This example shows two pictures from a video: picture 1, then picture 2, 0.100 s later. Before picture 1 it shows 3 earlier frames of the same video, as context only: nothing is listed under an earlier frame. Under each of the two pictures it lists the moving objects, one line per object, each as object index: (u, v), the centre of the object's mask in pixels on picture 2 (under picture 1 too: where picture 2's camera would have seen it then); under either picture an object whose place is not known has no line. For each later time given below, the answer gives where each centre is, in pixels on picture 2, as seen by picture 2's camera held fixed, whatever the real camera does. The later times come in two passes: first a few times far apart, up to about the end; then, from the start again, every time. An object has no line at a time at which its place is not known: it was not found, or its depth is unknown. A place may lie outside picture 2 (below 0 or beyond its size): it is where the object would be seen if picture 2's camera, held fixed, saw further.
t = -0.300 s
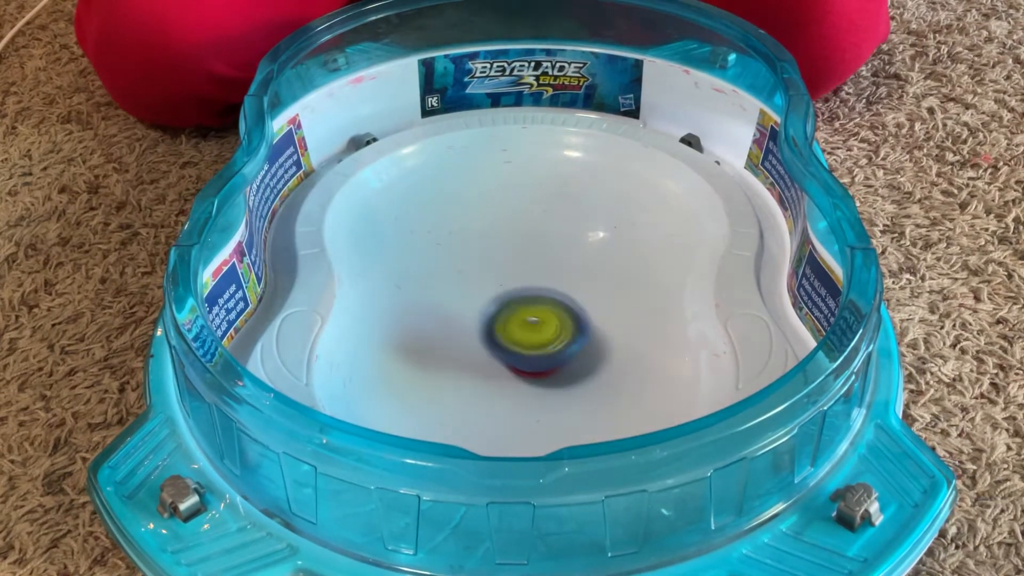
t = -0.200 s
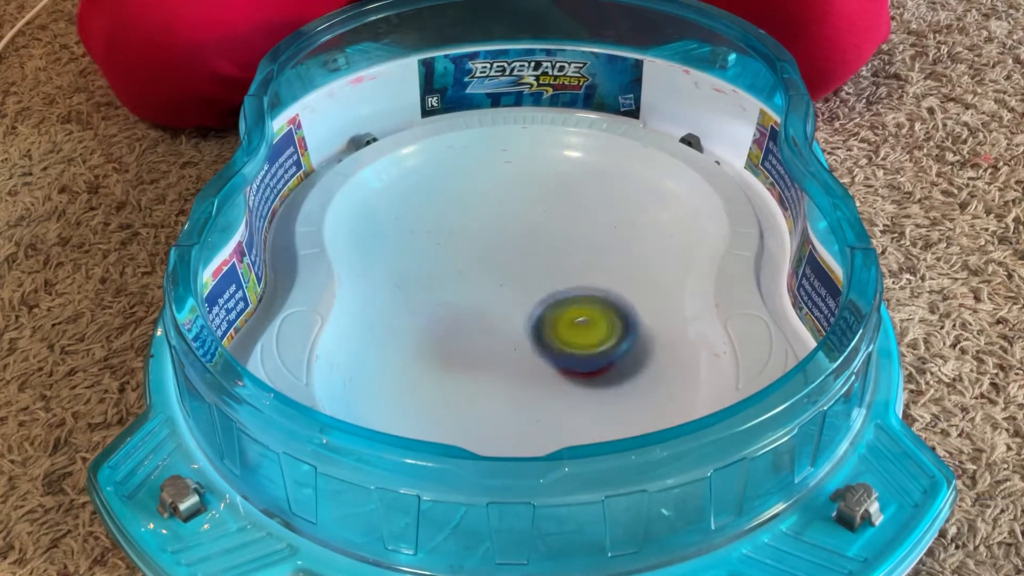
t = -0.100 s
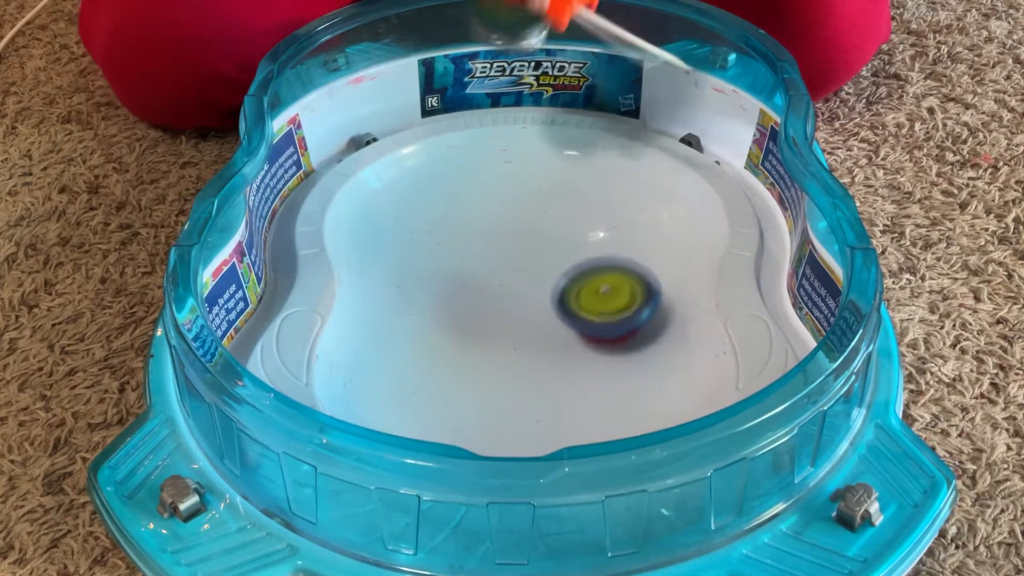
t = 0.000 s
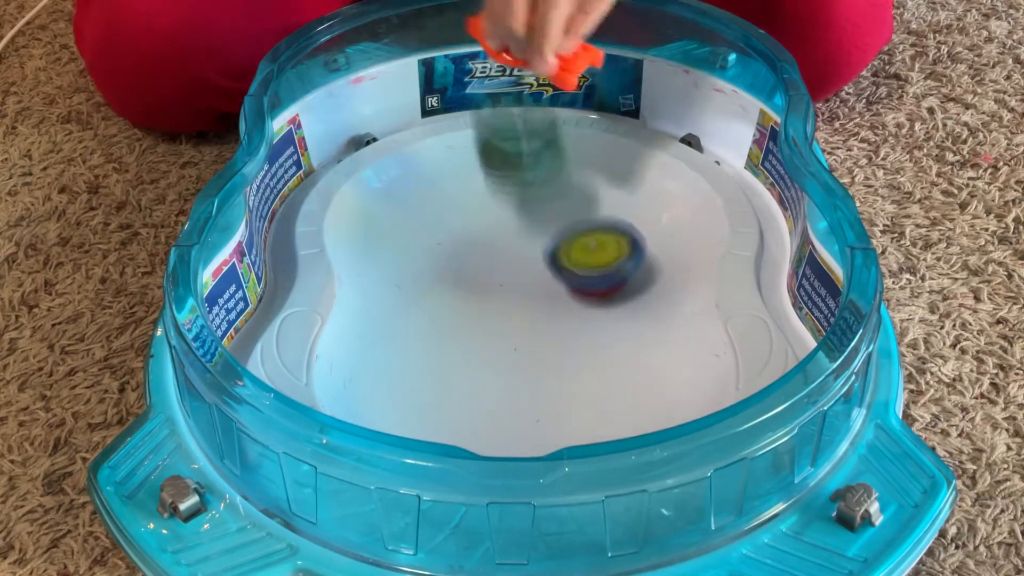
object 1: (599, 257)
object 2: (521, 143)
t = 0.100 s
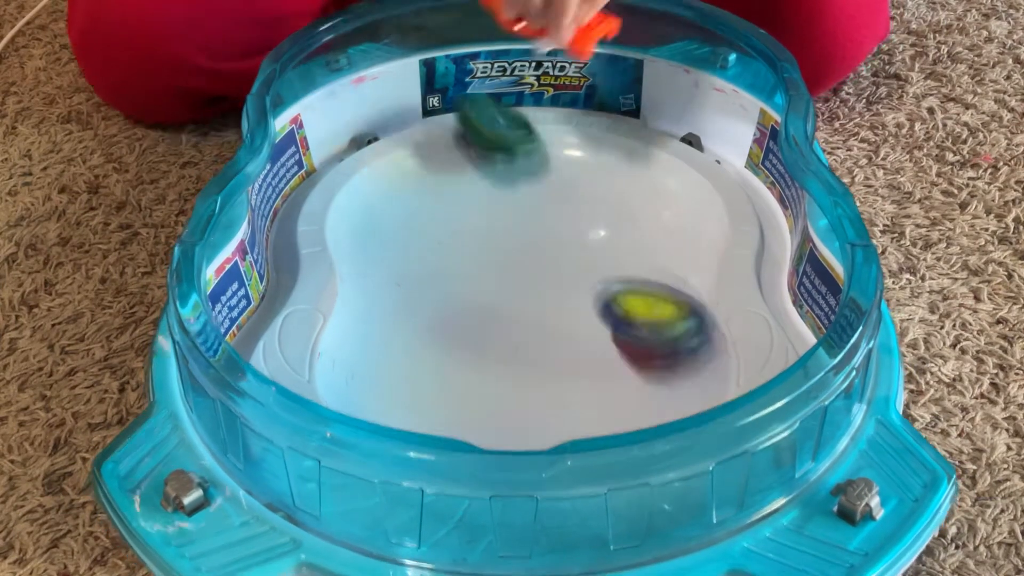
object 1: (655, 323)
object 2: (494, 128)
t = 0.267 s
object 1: (580, 411)
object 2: (435, 98)
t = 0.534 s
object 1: (419, 311)
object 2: (449, 244)
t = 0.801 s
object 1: (475, 407)
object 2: (640, 166)
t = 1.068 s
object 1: (620, 251)
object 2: (485, 197)
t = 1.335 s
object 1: (463, 122)
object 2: (507, 279)
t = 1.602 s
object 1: (484, 322)
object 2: (592, 290)
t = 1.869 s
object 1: (618, 373)
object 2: (611, 200)
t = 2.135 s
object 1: (583, 292)
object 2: (487, 209)
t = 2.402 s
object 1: (528, 358)
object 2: (415, 202)
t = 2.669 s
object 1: (516, 401)
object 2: (448, 228)
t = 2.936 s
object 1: (492, 349)
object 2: (511, 192)
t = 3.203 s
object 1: (492, 291)
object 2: (489, 177)
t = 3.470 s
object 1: (535, 317)
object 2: (535, 182)
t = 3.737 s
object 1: (558, 392)
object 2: (573, 201)
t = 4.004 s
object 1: (550, 389)
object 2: (617, 223)
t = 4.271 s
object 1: (484, 335)
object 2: (610, 233)
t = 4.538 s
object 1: (480, 284)
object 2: (560, 241)
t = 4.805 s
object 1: (436, 304)
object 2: (547, 230)
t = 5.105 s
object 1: (514, 319)
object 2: (503, 218)
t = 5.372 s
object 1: (606, 278)
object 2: (485, 226)
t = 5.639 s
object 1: (616, 220)
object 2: (516, 228)
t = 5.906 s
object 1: (589, 180)
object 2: (505, 217)
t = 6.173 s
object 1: (591, 201)
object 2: (451, 237)
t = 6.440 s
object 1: (579, 241)
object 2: (465, 265)
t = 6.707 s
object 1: (563, 241)
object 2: (487, 281)
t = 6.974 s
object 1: (555, 204)
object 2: (528, 265)
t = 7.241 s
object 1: (527, 177)
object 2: (575, 239)
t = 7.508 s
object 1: (483, 183)
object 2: (593, 221)
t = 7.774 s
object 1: (456, 212)
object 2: (565, 226)
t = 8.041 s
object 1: (394, 219)
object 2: (599, 246)
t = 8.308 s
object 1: (520, 211)
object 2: (564, 256)
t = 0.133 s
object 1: (673, 367)
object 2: (478, 101)
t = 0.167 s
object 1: (668, 383)
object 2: (461, 89)
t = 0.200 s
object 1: (648, 396)
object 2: (449, 90)
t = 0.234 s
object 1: (620, 404)
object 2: (437, 86)
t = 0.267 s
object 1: (580, 411)
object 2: (435, 98)
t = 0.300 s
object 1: (543, 419)
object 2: (431, 108)
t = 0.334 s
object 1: (514, 415)
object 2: (428, 126)
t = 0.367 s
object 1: (489, 405)
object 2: (424, 139)
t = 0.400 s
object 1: (469, 386)
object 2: (419, 165)
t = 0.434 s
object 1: (454, 365)
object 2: (422, 189)
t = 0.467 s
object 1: (438, 345)
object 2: (428, 211)
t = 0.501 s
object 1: (427, 328)
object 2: (434, 230)
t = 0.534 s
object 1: (419, 311)
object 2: (449, 244)
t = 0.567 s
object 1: (401, 308)
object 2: (479, 252)
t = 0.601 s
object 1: (378, 317)
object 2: (512, 250)
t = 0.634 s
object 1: (366, 329)
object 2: (547, 246)
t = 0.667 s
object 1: (368, 350)
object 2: (576, 235)
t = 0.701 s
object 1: (382, 373)
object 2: (603, 224)
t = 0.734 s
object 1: (407, 390)
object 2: (624, 203)
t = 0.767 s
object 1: (440, 401)
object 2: (637, 186)
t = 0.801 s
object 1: (475, 407)
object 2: (640, 166)
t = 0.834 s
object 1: (512, 408)
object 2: (633, 153)
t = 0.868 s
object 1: (545, 397)
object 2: (620, 156)
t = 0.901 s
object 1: (573, 380)
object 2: (600, 162)
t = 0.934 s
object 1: (596, 357)
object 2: (575, 171)
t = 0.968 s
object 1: (612, 331)
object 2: (550, 175)
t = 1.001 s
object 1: (620, 305)
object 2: (525, 182)
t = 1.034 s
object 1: (621, 276)
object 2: (504, 188)
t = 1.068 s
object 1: (620, 251)
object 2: (485, 197)
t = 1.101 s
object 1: (618, 227)
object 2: (474, 204)
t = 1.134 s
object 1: (616, 200)
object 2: (463, 215)
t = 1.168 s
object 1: (605, 171)
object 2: (460, 226)
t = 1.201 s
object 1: (587, 146)
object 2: (460, 237)
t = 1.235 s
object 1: (558, 121)
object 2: (470, 246)
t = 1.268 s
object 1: (528, 110)
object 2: (480, 258)
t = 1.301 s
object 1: (495, 110)
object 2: (496, 268)
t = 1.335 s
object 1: (463, 122)
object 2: (507, 279)
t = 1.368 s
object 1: (435, 146)
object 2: (521, 287)
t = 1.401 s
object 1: (411, 174)
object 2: (531, 294)
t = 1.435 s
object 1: (398, 202)
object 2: (544, 299)
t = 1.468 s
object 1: (398, 229)
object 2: (554, 302)
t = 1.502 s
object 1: (413, 252)
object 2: (567, 303)
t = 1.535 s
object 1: (436, 280)
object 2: (573, 302)
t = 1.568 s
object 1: (468, 305)
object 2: (581, 296)
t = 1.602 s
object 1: (484, 322)
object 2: (592, 290)
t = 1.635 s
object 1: (499, 340)
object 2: (604, 279)
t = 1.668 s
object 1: (517, 357)
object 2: (610, 268)
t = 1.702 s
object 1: (534, 368)
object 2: (613, 254)
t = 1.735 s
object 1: (553, 378)
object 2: (618, 243)
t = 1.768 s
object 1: (571, 382)
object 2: (620, 230)
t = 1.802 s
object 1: (587, 383)
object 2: (622, 219)
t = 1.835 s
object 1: (603, 380)
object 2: (619, 209)
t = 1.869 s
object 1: (618, 373)
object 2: (611, 200)
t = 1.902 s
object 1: (630, 364)
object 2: (601, 195)
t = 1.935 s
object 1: (636, 352)
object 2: (585, 191)
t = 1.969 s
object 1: (637, 341)
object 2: (570, 189)
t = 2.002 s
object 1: (631, 328)
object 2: (550, 191)
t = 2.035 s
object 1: (623, 318)
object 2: (533, 192)
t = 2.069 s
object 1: (611, 308)
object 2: (515, 197)
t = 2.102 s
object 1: (598, 300)
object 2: (499, 202)
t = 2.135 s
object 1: (583, 292)
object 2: (487, 209)
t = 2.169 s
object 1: (568, 286)
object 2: (474, 218)
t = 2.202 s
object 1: (552, 282)
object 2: (467, 225)
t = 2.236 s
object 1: (539, 279)
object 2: (461, 235)
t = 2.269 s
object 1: (537, 292)
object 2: (453, 227)
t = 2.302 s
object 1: (536, 309)
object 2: (440, 219)
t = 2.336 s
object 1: (537, 326)
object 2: (429, 213)
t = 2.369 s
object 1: (532, 344)
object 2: (420, 206)
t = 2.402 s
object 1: (528, 358)
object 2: (415, 202)
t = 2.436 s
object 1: (525, 373)
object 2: (412, 201)
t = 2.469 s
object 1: (519, 384)
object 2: (410, 203)
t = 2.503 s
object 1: (516, 392)
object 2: (413, 206)
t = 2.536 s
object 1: (513, 398)
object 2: (416, 212)
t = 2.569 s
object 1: (513, 400)
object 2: (421, 217)
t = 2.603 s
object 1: (513, 402)
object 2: (429, 221)
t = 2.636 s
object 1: (515, 402)
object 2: (439, 226)
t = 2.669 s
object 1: (516, 401)
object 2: (448, 228)
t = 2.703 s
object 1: (517, 399)
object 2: (457, 228)
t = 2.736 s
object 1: (518, 394)
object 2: (469, 228)
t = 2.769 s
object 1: (518, 389)
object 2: (479, 225)
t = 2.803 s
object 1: (516, 382)
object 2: (488, 220)
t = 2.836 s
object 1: (511, 374)
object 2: (496, 213)
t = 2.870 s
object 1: (505, 365)
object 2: (504, 207)
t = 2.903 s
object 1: (498, 357)
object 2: (509, 200)
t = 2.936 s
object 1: (492, 349)
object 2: (511, 192)
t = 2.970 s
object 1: (487, 341)
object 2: (512, 185)
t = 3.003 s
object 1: (483, 334)
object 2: (512, 180)
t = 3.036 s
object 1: (481, 327)
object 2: (510, 175)
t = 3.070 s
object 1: (481, 320)
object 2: (505, 171)
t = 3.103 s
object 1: (482, 313)
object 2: (501, 169)
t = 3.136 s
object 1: (485, 306)
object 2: (498, 170)
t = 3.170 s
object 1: (488, 298)
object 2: (493, 174)
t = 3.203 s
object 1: (492, 291)
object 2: (489, 177)
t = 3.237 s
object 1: (498, 283)
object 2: (487, 182)
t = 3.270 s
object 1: (505, 277)
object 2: (489, 189)
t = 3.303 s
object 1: (513, 267)
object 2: (492, 195)
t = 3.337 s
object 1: (519, 262)
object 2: (496, 199)
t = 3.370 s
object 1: (526, 275)
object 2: (509, 193)
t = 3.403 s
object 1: (526, 288)
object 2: (520, 185)
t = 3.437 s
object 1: (528, 302)
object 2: (528, 183)
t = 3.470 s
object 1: (535, 317)
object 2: (535, 182)
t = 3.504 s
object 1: (544, 329)
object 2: (540, 182)
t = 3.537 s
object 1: (551, 341)
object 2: (544, 183)
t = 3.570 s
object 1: (556, 351)
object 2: (549, 184)
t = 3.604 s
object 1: (558, 360)
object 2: (554, 187)
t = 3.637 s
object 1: (558, 369)
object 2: (559, 191)
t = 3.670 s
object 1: (557, 378)
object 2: (564, 195)
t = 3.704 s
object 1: (557, 386)
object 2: (569, 198)
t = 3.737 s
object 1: (558, 392)
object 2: (573, 201)
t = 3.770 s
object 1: (558, 396)
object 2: (579, 205)
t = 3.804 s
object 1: (559, 399)
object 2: (585, 208)
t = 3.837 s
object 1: (562, 401)
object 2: (592, 211)
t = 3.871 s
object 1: (562, 400)
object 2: (599, 214)
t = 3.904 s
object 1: (561, 399)
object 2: (604, 217)
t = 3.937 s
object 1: (560, 397)
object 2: (609, 220)
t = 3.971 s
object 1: (557, 394)
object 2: (614, 221)
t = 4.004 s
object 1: (550, 389)
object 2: (617, 223)
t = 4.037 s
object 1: (543, 383)
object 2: (619, 223)
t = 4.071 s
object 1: (535, 377)
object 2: (621, 224)
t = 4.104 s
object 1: (525, 370)
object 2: (622, 224)
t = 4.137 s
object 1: (514, 363)
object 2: (623, 225)
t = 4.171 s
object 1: (506, 356)
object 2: (622, 226)
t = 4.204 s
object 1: (497, 349)
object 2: (619, 228)
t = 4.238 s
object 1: (490, 342)
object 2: (615, 231)
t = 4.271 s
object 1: (484, 335)
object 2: (610, 233)
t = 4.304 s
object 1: (480, 327)
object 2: (602, 232)
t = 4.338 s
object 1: (476, 319)
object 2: (597, 234)
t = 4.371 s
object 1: (475, 312)
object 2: (591, 235)
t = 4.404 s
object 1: (476, 305)
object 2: (585, 236)
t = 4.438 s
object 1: (478, 298)
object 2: (578, 238)
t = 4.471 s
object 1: (482, 292)
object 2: (570, 240)
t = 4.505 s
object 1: (486, 286)
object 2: (562, 242)
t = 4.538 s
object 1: (480, 284)
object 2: (560, 241)
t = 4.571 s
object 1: (475, 282)
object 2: (556, 241)
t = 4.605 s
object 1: (474, 281)
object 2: (551, 241)
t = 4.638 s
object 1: (461, 285)
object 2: (554, 238)
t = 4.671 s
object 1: (450, 288)
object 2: (555, 236)
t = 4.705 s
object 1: (444, 292)
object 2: (554, 234)
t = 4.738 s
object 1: (439, 295)
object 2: (551, 233)
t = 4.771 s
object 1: (436, 300)
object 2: (549, 231)
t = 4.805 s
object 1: (436, 304)
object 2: (547, 230)
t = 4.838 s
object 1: (437, 308)
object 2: (544, 228)
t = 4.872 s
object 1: (438, 313)
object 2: (540, 226)
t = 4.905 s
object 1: (444, 317)
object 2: (536, 224)
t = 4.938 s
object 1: (452, 320)
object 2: (532, 222)
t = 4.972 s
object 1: (461, 322)
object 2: (527, 221)
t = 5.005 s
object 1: (474, 322)
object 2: (521, 220)
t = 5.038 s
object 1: (488, 322)
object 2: (515, 219)
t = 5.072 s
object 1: (500, 320)
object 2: (509, 218)
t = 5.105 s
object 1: (514, 319)
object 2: (503, 218)
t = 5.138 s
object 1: (526, 316)
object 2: (498, 219)
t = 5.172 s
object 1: (539, 314)
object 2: (494, 219)
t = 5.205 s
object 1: (553, 311)
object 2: (490, 220)
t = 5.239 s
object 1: (565, 305)
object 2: (488, 221)
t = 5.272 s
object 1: (577, 301)
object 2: (486, 222)
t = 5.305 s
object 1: (591, 295)
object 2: (486, 223)
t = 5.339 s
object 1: (599, 287)
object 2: (485, 224)
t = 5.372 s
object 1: (606, 278)
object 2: (485, 226)
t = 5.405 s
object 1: (613, 269)
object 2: (486, 227)
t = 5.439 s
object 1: (615, 260)
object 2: (488, 229)
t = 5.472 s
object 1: (618, 253)
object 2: (491, 230)
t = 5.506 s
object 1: (619, 246)
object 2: (496, 231)
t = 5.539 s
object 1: (619, 239)
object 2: (501, 230)
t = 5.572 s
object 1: (621, 233)
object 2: (506, 230)
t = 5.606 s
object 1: (620, 226)
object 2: (511, 229)
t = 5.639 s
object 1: (616, 220)
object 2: (516, 228)
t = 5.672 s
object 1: (620, 213)
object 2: (514, 226)
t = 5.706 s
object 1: (623, 205)
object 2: (511, 225)
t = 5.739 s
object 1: (623, 199)
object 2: (510, 223)
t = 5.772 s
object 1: (620, 192)
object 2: (509, 221)
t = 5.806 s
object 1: (615, 187)
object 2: (509, 220)
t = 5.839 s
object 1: (609, 183)
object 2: (507, 219)
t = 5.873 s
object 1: (599, 181)
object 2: (506, 218)
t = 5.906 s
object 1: (589, 180)
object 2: (505, 217)
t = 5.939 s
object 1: (578, 181)
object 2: (493, 219)
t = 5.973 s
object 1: (572, 183)
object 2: (490, 220)
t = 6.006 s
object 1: (575, 184)
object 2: (479, 222)
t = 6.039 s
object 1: (582, 185)
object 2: (467, 224)
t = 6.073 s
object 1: (586, 187)
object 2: (458, 227)
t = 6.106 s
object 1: (590, 192)
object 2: (453, 230)
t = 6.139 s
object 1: (590, 195)
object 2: (451, 234)
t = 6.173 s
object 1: (591, 201)
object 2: (451, 237)
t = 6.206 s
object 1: (591, 206)
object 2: (452, 241)
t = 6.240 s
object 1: (588, 212)
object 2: (454, 245)
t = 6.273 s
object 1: (587, 219)
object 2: (457, 249)
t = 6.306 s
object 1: (582, 225)
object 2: (461, 253)
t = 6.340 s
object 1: (578, 232)
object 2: (466, 257)
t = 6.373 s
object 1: (571, 238)
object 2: (471, 260)
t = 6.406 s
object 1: (574, 241)
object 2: (470, 263)
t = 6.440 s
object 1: (579, 241)
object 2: (465, 265)
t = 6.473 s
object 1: (584, 241)
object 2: (463, 268)
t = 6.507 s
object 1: (583, 242)
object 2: (464, 271)
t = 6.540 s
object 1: (583, 243)
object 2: (466, 274)
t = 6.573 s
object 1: (580, 243)
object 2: (469, 276)
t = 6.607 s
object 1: (576, 243)
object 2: (472, 278)
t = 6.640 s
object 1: (570, 243)
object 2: (477, 280)
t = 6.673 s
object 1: (565, 243)
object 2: (483, 281)
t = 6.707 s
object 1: (563, 241)
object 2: (487, 281)
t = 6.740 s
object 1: (563, 237)
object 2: (491, 282)
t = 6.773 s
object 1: (562, 232)
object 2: (496, 281)
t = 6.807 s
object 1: (561, 227)
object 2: (502, 279)
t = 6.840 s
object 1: (561, 223)
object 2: (508, 277)
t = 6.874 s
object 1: (560, 218)
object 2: (513, 274)
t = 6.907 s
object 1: (560, 214)
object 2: (518, 270)
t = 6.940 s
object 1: (556, 209)
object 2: (523, 267)
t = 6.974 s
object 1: (555, 204)
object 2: (528, 265)
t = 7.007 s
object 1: (550, 196)
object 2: (535, 263)
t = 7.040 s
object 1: (548, 193)
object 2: (542, 260)
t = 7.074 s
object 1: (545, 189)
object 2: (547, 256)
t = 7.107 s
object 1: (541, 185)
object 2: (552, 252)
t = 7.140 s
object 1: (537, 183)
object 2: (557, 247)
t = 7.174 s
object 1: (534, 182)
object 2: (562, 243)
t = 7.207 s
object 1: (532, 180)
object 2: (568, 241)
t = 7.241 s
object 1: (527, 177)
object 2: (575, 239)
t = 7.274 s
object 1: (523, 177)
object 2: (580, 236)
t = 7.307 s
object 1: (516, 175)
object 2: (584, 231)
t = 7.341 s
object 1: (514, 176)
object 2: (587, 226)
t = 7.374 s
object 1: (509, 179)
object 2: (586, 221)
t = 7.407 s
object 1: (506, 183)
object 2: (584, 218)
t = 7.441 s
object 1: (499, 187)
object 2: (586, 218)
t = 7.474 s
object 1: (491, 184)
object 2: (591, 221)
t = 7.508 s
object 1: (483, 183)
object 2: (593, 221)
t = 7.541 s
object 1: (476, 184)
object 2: (593, 219)
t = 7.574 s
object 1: (470, 184)
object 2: (590, 219)
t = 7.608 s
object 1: (464, 187)
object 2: (587, 220)
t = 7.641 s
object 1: (458, 190)
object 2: (584, 223)
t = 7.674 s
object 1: (455, 195)
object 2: (582, 222)
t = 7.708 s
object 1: (454, 199)
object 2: (577, 223)
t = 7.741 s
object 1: (454, 205)
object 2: (571, 224)
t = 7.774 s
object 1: (456, 212)
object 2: (565, 226)
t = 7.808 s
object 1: (459, 219)
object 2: (561, 228)
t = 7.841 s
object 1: (461, 227)
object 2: (558, 231)
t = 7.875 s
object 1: (440, 229)
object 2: (570, 235)
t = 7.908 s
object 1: (421, 228)
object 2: (582, 242)
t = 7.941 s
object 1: (412, 216)
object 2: (591, 245)
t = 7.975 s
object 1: (398, 215)
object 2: (597, 244)
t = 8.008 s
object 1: (394, 217)
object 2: (597, 245)
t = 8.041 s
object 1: (394, 219)
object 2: (599, 246)
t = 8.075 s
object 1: (401, 222)
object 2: (600, 245)
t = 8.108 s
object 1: (412, 226)
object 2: (597, 245)
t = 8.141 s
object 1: (434, 226)
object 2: (592, 245)
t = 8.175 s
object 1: (452, 229)
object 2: (589, 246)
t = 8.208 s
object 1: (466, 230)
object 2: (582, 245)
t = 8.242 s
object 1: (485, 231)
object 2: (574, 245)
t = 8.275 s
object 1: (499, 226)
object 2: (568, 250)
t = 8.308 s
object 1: (520, 211)
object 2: (564, 256)
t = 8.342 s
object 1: (537, 202)
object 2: (556, 271)
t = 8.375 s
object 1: (544, 186)
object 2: (553, 286)
